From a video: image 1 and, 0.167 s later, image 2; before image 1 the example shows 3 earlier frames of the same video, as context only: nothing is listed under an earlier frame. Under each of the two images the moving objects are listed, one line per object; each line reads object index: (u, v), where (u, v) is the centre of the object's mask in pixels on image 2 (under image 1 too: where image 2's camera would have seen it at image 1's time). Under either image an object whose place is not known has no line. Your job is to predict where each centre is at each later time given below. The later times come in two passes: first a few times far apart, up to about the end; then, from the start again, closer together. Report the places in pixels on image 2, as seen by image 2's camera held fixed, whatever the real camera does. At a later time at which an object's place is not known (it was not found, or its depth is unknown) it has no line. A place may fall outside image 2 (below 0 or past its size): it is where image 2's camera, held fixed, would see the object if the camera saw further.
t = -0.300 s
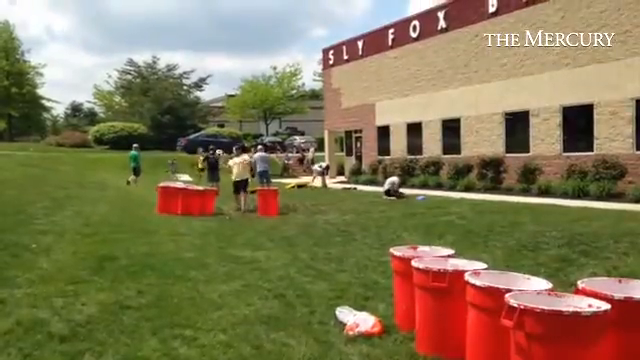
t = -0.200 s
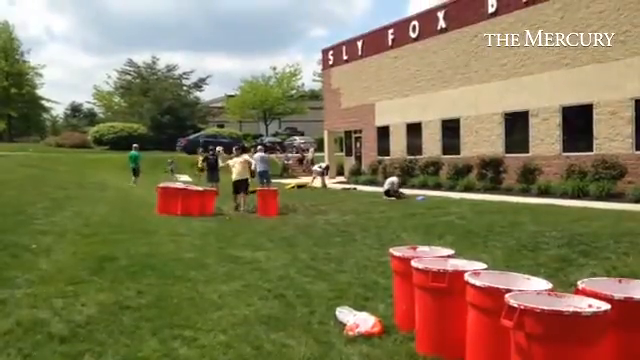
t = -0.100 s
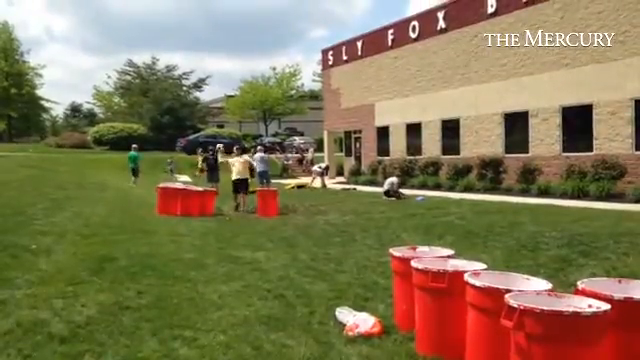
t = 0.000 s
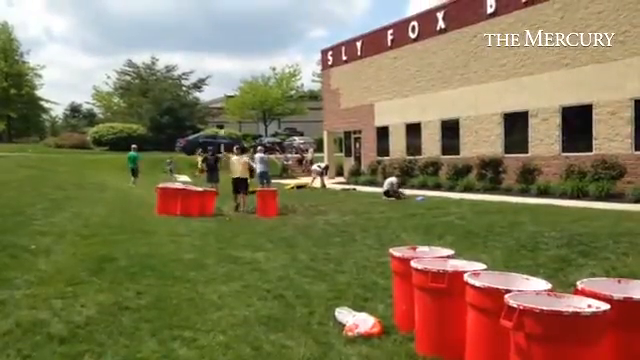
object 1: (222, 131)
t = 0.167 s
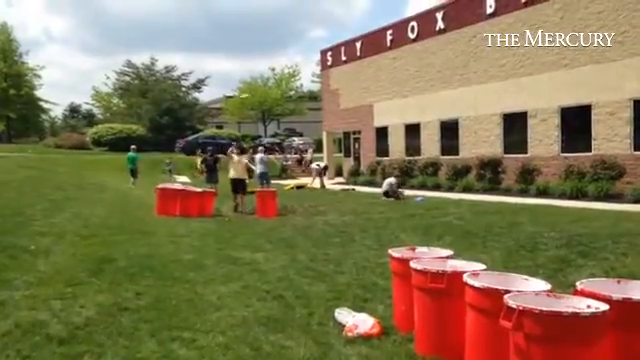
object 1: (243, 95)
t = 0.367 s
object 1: (278, 61)
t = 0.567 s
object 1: (320, 34)
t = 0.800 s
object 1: (384, 22)
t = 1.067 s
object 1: (480, 43)
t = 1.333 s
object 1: (625, 127)
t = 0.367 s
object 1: (278, 61)
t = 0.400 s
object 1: (285, 55)
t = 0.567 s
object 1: (320, 34)
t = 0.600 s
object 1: (328, 31)
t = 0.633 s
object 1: (336, 27)
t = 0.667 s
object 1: (345, 25)
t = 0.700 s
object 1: (355, 24)
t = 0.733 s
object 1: (364, 22)
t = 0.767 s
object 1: (373, 22)
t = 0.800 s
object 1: (384, 22)
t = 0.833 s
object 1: (395, 21)
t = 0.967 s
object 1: (444, 28)
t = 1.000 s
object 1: (452, 32)
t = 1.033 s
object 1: (468, 37)
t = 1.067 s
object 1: (480, 43)
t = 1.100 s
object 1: (496, 49)
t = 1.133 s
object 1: (512, 56)
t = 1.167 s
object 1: (528, 64)
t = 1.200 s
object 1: (547, 75)
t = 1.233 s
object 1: (564, 85)
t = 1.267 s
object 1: (583, 96)
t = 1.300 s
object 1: (603, 110)
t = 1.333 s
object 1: (625, 127)
